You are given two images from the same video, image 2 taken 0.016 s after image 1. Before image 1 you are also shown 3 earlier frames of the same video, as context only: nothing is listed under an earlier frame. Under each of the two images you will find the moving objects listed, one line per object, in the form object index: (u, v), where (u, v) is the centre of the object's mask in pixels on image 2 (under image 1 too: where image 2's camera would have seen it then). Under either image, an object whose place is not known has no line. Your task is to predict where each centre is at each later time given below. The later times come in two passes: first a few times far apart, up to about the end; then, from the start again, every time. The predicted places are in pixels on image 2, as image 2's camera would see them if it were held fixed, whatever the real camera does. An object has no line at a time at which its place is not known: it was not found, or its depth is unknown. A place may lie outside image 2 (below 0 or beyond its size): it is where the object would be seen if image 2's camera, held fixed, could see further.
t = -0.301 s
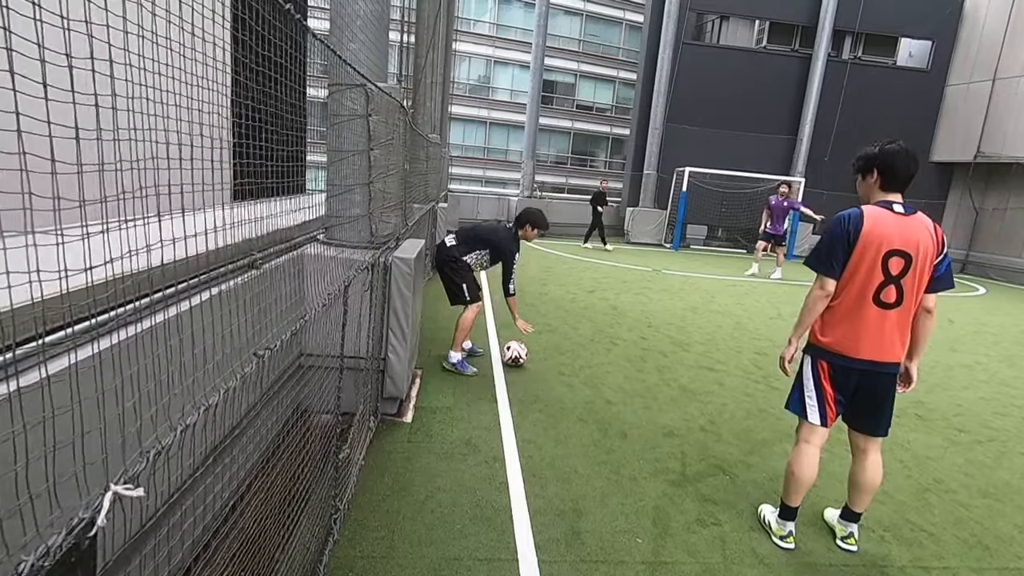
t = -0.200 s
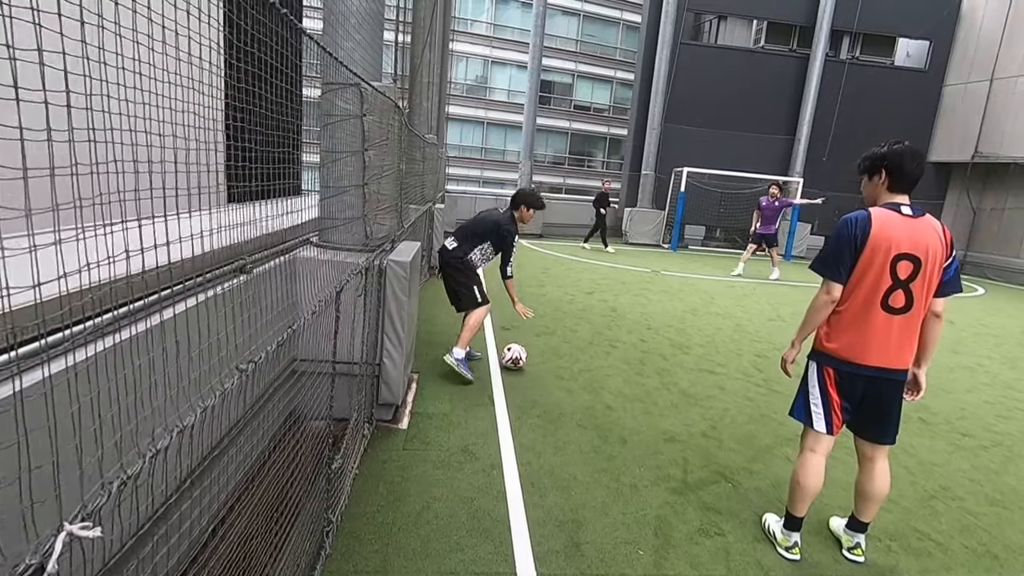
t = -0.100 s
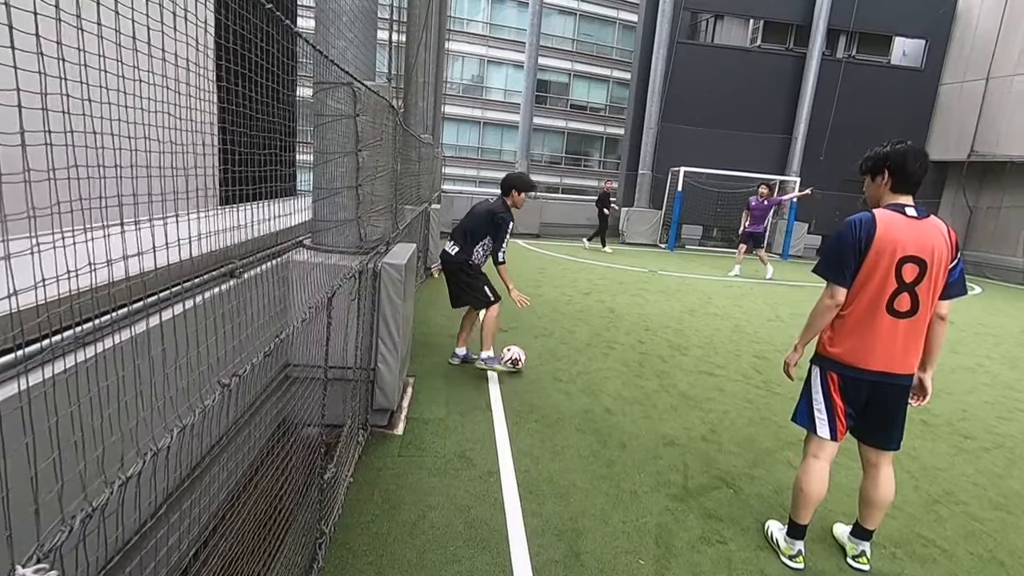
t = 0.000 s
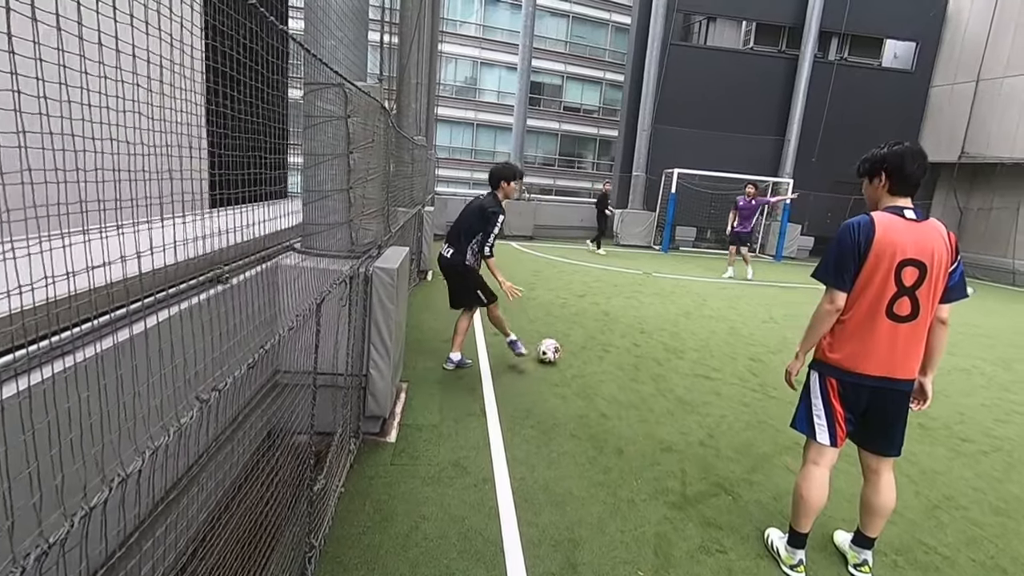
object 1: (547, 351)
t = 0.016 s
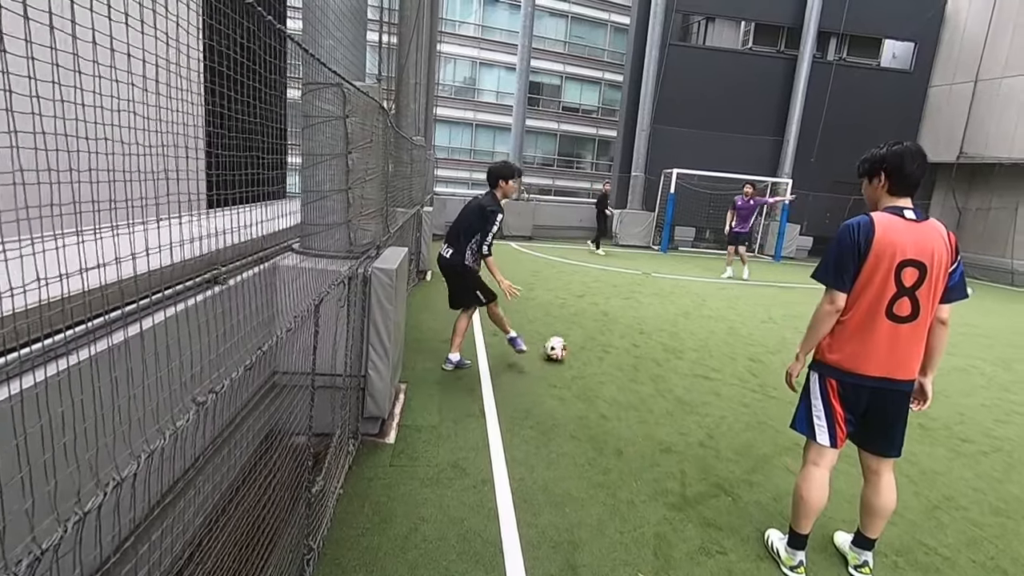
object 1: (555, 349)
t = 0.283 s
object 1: (645, 320)
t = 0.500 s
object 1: (687, 307)
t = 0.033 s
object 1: (562, 346)
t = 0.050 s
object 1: (570, 344)
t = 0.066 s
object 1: (577, 342)
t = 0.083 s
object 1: (583, 339)
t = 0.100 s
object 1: (590, 338)
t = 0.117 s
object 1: (596, 336)
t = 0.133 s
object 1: (602, 334)
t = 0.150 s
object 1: (607, 332)
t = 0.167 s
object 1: (612, 331)
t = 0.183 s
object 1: (618, 329)
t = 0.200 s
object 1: (622, 327)
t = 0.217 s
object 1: (627, 326)
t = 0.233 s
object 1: (632, 324)
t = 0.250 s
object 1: (636, 323)
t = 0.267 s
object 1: (640, 322)
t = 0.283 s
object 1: (645, 320)
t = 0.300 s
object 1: (649, 320)
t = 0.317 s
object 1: (652, 318)
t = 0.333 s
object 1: (656, 317)
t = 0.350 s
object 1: (659, 316)
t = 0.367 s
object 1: (663, 315)
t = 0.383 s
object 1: (667, 314)
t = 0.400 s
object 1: (670, 313)
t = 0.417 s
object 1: (673, 312)
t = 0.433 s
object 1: (675, 310)
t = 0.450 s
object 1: (679, 310)
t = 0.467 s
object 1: (682, 309)
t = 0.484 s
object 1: (684, 308)
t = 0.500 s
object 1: (687, 307)
